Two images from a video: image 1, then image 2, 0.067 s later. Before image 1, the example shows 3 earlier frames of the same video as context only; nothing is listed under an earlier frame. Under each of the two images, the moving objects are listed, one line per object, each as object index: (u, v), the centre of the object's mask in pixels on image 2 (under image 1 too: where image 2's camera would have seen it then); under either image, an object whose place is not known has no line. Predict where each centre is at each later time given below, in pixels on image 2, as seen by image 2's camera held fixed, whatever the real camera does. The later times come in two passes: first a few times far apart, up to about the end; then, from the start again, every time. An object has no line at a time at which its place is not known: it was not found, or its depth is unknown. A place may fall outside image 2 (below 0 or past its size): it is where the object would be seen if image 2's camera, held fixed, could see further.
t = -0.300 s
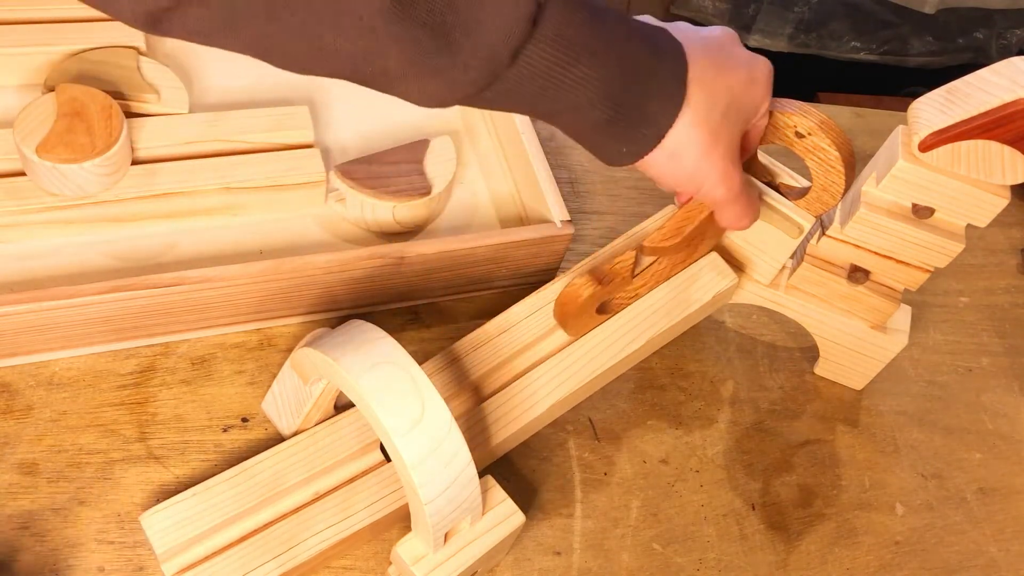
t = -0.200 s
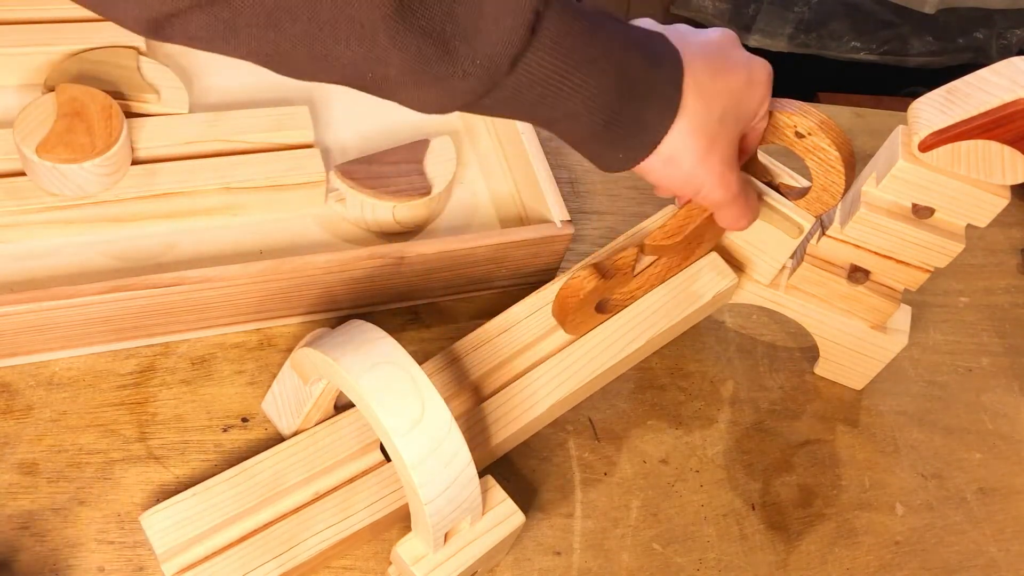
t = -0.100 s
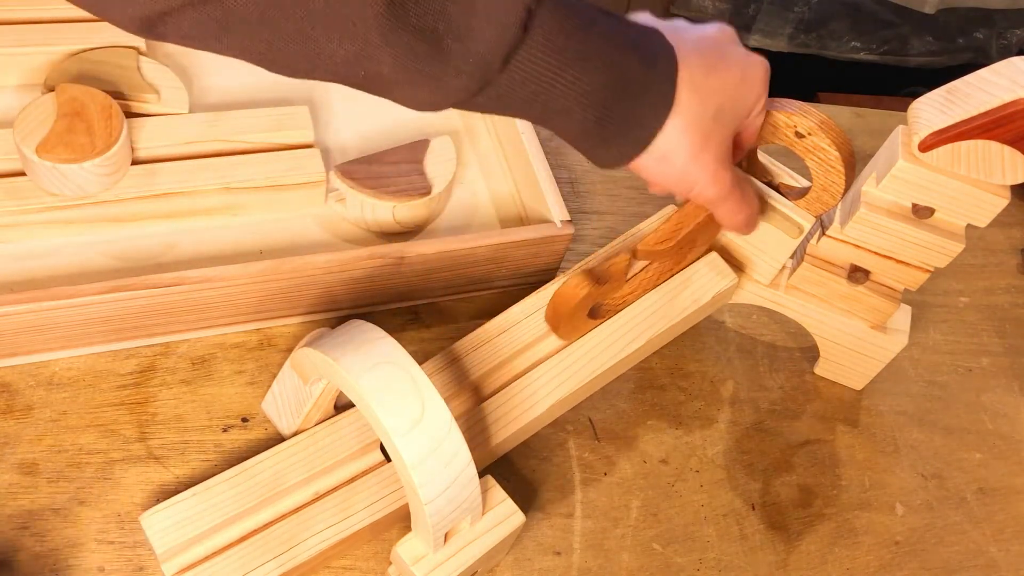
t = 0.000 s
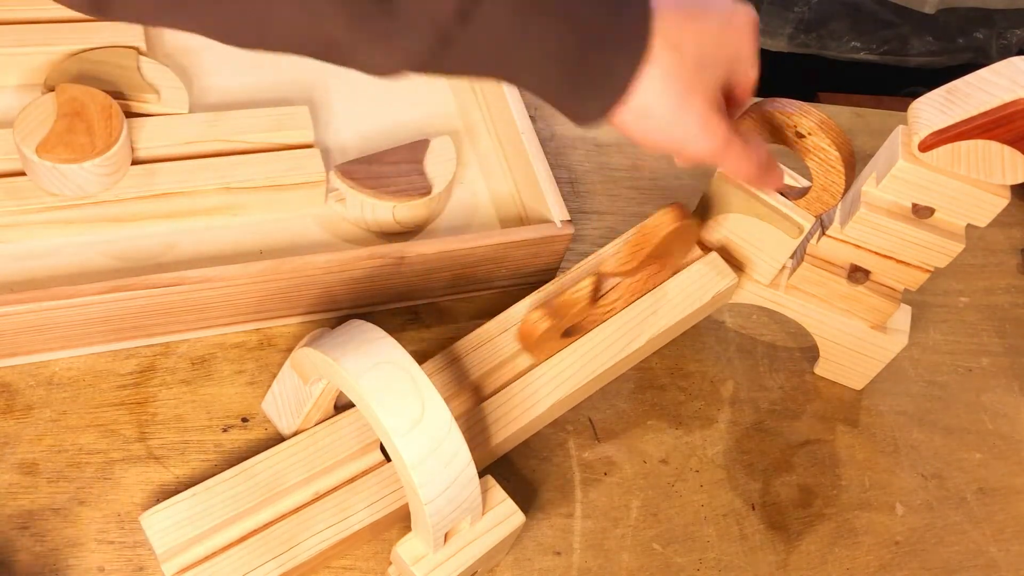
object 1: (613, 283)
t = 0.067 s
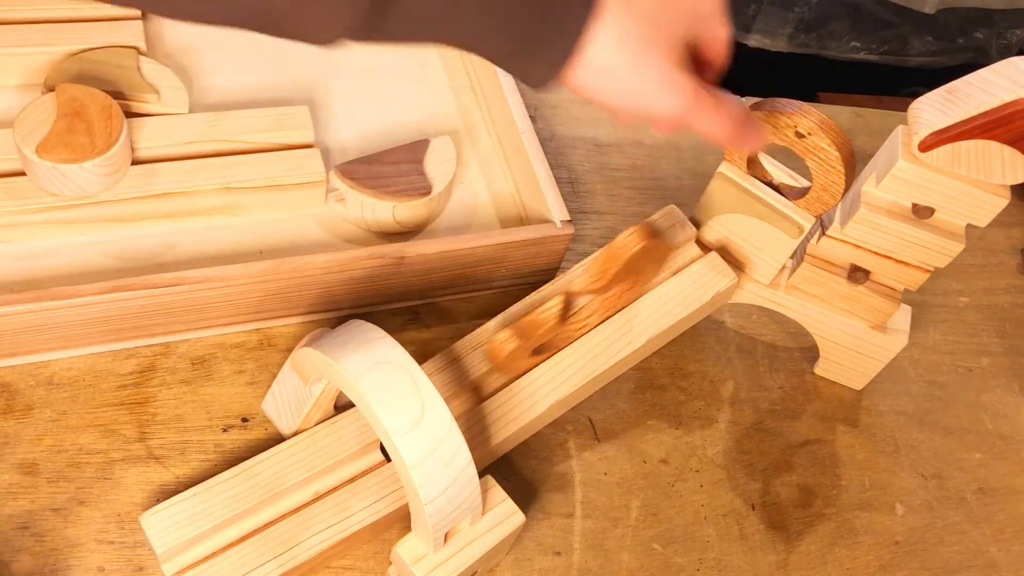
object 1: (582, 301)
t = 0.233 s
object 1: (499, 358)
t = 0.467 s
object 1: (267, 489)
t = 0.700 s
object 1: (227, 511)
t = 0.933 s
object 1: (256, 494)
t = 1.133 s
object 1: (229, 511)
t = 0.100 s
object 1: (562, 316)
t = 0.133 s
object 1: (543, 329)
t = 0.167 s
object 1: (524, 342)
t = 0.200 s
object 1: (512, 350)
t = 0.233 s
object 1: (499, 358)
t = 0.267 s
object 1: (482, 369)
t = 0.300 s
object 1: (338, 458)
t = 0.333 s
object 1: (323, 468)
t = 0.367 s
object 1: (307, 470)
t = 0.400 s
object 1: (293, 479)
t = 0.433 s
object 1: (280, 485)
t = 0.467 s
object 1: (267, 489)
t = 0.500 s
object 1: (256, 494)
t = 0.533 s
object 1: (243, 501)
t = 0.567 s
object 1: (235, 505)
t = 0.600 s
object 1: (231, 510)
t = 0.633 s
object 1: (228, 511)
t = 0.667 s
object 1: (226, 512)
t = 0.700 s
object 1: (227, 511)
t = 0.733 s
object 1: (228, 508)
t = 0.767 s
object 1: (234, 505)
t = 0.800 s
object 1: (242, 501)
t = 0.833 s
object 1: (249, 498)
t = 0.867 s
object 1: (254, 495)
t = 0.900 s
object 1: (257, 493)
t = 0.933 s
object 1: (256, 494)
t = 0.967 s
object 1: (254, 495)
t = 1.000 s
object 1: (248, 499)
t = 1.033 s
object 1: (241, 502)
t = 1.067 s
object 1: (236, 506)
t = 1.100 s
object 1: (231, 510)
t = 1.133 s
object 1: (229, 511)
